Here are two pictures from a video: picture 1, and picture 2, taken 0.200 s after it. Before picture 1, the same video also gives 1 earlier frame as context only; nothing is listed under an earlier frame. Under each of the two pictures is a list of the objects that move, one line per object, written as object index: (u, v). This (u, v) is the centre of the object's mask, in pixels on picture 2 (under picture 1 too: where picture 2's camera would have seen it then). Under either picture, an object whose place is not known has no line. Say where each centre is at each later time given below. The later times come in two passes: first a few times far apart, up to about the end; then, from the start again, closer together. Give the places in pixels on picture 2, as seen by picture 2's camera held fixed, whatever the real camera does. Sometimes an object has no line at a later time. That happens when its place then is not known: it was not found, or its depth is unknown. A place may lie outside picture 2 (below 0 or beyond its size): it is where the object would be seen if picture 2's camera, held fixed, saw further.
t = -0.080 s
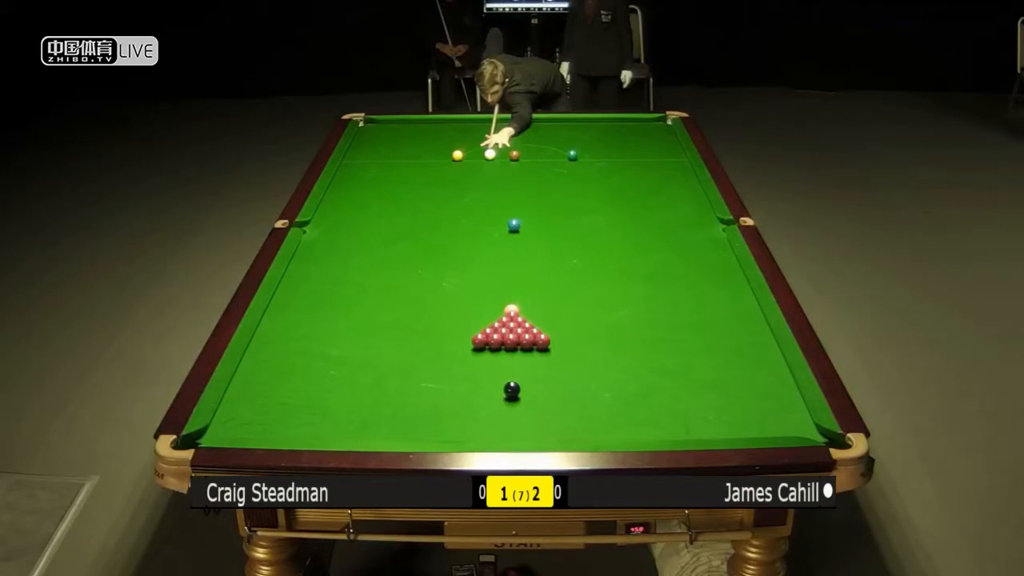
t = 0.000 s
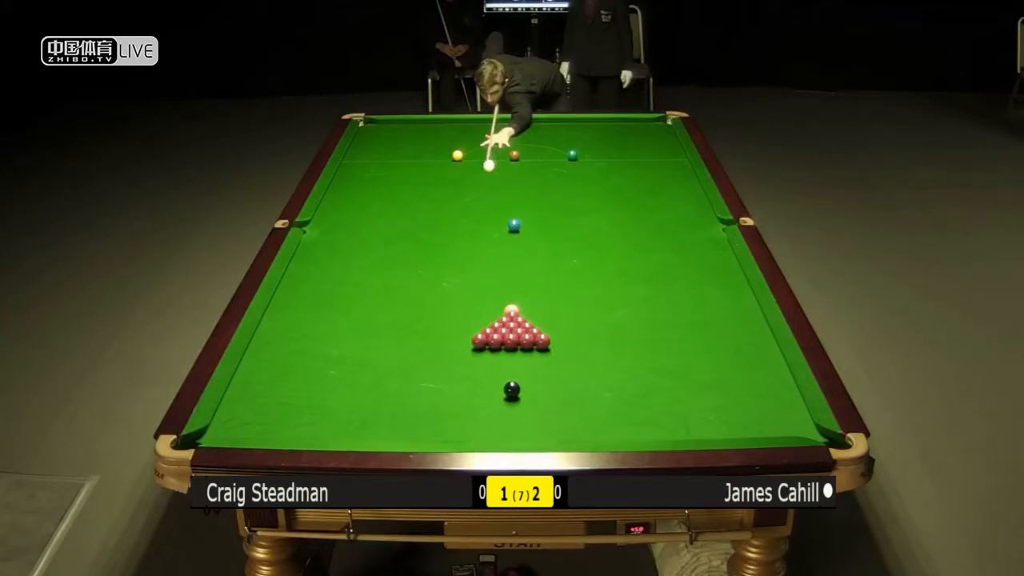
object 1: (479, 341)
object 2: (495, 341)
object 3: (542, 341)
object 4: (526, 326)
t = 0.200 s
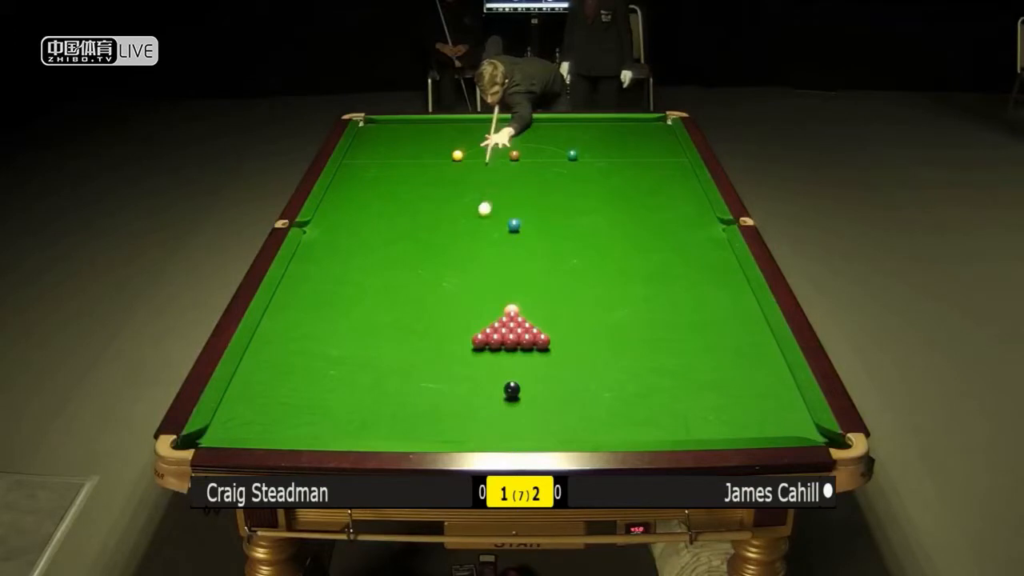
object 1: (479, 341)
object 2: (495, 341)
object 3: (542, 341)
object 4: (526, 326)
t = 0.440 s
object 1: (479, 341)
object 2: (495, 341)
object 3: (542, 341)
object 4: (526, 325)
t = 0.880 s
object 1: (473, 364)
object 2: (492, 346)
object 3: (575, 341)
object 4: (533, 323)
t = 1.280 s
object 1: (456, 409)
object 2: (485, 357)
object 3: (640, 341)
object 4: (548, 324)
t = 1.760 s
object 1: (440, 423)
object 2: (477, 368)
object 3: (712, 340)
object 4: (560, 322)
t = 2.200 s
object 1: (433, 393)
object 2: (472, 376)
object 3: (764, 339)
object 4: (568, 320)
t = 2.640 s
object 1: (427, 368)
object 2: (467, 382)
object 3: (727, 340)
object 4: (571, 319)
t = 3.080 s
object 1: (422, 347)
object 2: (464, 386)
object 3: (695, 340)
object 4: (572, 318)
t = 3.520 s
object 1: (418, 329)
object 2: (464, 387)
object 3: (666, 341)
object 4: (572, 318)
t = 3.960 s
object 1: (415, 315)
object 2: (464, 387)
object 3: (642, 341)
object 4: (572, 318)
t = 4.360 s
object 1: (412, 303)
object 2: (464, 387)
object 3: (624, 341)
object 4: (572, 318)
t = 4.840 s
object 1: (410, 292)
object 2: (464, 387)
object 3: (607, 342)
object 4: (572, 318)
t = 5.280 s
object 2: (464, 387)
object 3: (596, 342)
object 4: (572, 318)
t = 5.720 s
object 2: (464, 387)
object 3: (590, 342)
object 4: (572, 318)
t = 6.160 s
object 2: (464, 387)
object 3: (588, 342)
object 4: (572, 318)
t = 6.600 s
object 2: (464, 387)
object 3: (588, 343)
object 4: (572, 318)
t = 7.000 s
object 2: (464, 387)
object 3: (588, 343)
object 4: (572, 318)
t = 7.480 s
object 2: (464, 387)
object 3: (588, 343)
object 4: (572, 318)
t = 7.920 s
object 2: (464, 387)
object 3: (588, 343)
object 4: (572, 318)
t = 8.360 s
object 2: (464, 387)
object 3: (588, 343)
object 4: (572, 318)
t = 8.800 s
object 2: (464, 387)
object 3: (588, 343)
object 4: (572, 318)
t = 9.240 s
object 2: (464, 387)
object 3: (588, 342)
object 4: (572, 318)
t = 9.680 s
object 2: (464, 387)
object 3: (588, 342)
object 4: (572, 318)
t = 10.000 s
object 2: (464, 387)
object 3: (588, 342)
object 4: (572, 318)
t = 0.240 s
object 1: (479, 341)
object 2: (495, 341)
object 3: (542, 341)
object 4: (526, 326)
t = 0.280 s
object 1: (479, 341)
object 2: (495, 341)
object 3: (542, 341)
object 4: (526, 326)
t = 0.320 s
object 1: (479, 341)
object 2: (495, 341)
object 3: (542, 341)
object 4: (526, 326)
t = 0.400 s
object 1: (479, 341)
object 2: (495, 341)
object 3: (542, 341)
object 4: (526, 325)
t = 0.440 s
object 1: (479, 341)
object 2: (495, 341)
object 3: (542, 341)
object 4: (526, 325)
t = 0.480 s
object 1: (479, 341)
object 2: (495, 341)
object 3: (542, 341)
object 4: (526, 325)
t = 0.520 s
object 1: (479, 341)
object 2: (495, 341)
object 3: (542, 341)
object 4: (526, 325)
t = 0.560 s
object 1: (479, 341)
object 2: (495, 341)
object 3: (542, 341)
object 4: (526, 325)
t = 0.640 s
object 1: (479, 341)
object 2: (495, 341)
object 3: (542, 341)
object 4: (526, 325)
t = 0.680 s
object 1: (479, 341)
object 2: (495, 341)
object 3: (542, 341)
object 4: (526, 325)
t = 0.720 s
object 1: (479, 343)
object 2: (495, 341)
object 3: (544, 341)
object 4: (527, 325)
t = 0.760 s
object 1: (477, 348)
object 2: (494, 342)
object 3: (553, 342)
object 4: (528, 325)
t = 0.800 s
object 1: (476, 354)
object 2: (493, 344)
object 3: (561, 341)
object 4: (529, 325)
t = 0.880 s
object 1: (473, 364)
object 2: (492, 346)
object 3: (575, 341)
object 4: (533, 323)
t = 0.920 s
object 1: (471, 368)
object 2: (491, 347)
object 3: (581, 341)
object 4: (534, 324)
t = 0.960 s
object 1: (469, 373)
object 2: (490, 348)
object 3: (588, 341)
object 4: (536, 324)
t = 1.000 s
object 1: (468, 377)
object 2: (490, 349)
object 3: (595, 341)
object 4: (538, 324)
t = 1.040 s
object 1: (466, 381)
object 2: (489, 351)
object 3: (601, 341)
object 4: (539, 324)
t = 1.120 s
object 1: (463, 390)
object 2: (488, 353)
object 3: (614, 341)
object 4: (543, 323)
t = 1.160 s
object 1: (461, 395)
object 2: (487, 354)
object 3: (621, 341)
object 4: (544, 323)
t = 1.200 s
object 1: (459, 400)
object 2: (486, 355)
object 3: (627, 341)
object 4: (546, 324)
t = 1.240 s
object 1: (458, 404)
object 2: (485, 356)
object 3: (634, 341)
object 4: (547, 324)
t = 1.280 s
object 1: (456, 409)
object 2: (485, 357)
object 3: (640, 341)
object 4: (548, 324)
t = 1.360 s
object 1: (452, 417)
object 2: (484, 359)
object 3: (653, 341)
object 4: (550, 324)
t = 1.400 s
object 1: (451, 423)
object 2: (483, 360)
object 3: (659, 340)
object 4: (551, 324)
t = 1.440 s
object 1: (449, 428)
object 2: (482, 361)
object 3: (665, 340)
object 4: (552, 323)
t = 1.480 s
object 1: (447, 432)
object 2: (482, 362)
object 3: (671, 340)
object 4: (554, 323)
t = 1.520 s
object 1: (445, 434)
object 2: (481, 363)
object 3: (677, 340)
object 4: (555, 323)
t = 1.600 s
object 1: (443, 433)
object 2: (480, 365)
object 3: (689, 340)
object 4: (557, 322)
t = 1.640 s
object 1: (442, 431)
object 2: (479, 365)
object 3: (695, 340)
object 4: (557, 322)
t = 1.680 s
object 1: (441, 430)
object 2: (479, 366)
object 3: (701, 340)
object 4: (558, 322)
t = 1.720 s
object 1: (440, 426)
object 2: (478, 367)
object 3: (707, 340)
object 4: (559, 322)
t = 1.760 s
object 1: (440, 423)
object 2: (477, 368)
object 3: (712, 340)
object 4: (560, 322)
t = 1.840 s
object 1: (438, 417)
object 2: (476, 369)
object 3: (724, 340)
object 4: (562, 321)
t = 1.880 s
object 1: (438, 414)
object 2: (476, 370)
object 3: (729, 340)
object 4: (563, 321)
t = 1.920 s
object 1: (437, 412)
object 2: (475, 371)
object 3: (735, 340)
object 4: (563, 321)
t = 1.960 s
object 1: (436, 409)
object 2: (475, 372)
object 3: (740, 340)
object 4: (564, 321)
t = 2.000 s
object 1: (436, 406)
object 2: (474, 372)
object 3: (746, 339)
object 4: (565, 321)
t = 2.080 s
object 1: (434, 401)
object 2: (473, 375)
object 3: (757, 339)
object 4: (566, 320)
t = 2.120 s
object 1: (434, 398)
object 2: (473, 375)
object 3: (762, 339)
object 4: (567, 320)
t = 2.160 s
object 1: (433, 396)
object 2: (473, 376)
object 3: (767, 339)
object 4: (567, 320)
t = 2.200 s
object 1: (433, 393)
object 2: (472, 376)
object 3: (764, 339)
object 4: (568, 320)
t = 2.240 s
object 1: (432, 390)
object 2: (472, 377)
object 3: (761, 339)
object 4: (568, 319)
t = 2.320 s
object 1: (431, 386)
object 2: (471, 378)
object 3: (754, 339)
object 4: (569, 319)
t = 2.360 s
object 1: (430, 383)
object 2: (470, 379)
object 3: (751, 339)
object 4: (570, 319)
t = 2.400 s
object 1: (430, 381)
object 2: (470, 379)
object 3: (747, 339)
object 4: (570, 319)
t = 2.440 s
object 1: (429, 378)
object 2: (470, 380)
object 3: (744, 339)
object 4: (570, 319)
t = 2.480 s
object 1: (429, 377)
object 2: (469, 380)
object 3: (740, 339)
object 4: (570, 319)
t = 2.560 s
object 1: (428, 372)
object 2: (468, 381)
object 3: (734, 339)
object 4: (571, 319)
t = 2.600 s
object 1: (427, 370)
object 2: (468, 382)
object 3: (731, 339)
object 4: (571, 319)
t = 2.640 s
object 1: (427, 368)
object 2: (467, 382)
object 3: (727, 340)
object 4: (571, 319)
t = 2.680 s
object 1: (426, 366)
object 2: (467, 383)
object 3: (724, 339)
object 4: (572, 319)
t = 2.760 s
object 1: (425, 362)
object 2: (466, 384)
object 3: (719, 340)
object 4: (572, 318)
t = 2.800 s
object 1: (425, 360)
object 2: (466, 384)
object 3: (715, 340)
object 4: (572, 318)
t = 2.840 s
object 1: (424, 358)
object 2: (466, 384)
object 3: (712, 340)
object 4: (572, 318)
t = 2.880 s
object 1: (424, 356)
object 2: (466, 385)
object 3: (709, 340)
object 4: (572, 318)
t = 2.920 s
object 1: (424, 354)
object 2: (465, 385)
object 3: (707, 340)
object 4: (572, 318)
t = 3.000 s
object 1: (423, 350)
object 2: (465, 385)
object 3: (701, 340)
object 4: (572, 318)
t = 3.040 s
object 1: (423, 349)
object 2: (465, 386)
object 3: (698, 340)
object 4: (572, 318)
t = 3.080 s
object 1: (422, 347)
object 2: (464, 386)
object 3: (695, 340)
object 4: (572, 318)
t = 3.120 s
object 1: (422, 345)
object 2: (464, 386)
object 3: (692, 340)
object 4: (572, 318)
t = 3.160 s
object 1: (421, 343)
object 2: (464, 386)
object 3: (689, 340)
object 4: (572, 318)
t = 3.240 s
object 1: (421, 340)
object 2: (464, 387)
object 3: (684, 340)
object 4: (572, 318)
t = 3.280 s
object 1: (420, 339)
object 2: (464, 387)
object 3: (682, 340)
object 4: (572, 318)
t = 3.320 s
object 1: (420, 337)
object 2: (464, 387)
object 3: (679, 340)
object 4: (572, 318)
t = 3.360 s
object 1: (420, 335)
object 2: (464, 387)
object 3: (677, 340)
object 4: (572, 318)
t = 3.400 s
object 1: (419, 334)
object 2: (464, 387)
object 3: (674, 340)
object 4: (572, 318)
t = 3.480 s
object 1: (418, 331)
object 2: (464, 387)
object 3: (669, 341)
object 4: (572, 318)
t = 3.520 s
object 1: (418, 329)
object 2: (464, 387)
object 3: (666, 341)
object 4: (572, 318)
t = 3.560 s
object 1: (418, 328)
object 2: (464, 387)
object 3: (664, 341)
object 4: (572, 318)
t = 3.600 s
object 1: (417, 326)
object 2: (464, 387)
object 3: (662, 341)
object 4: (572, 318)
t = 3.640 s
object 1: (417, 325)
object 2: (464, 387)
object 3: (660, 341)
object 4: (572, 318)
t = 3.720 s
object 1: (417, 322)
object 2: (464, 387)
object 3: (655, 341)
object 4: (572, 318)
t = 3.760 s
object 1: (416, 321)
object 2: (464, 387)
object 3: (653, 341)
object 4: (572, 318)
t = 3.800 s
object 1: (416, 320)
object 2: (464, 387)
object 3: (651, 341)
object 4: (572, 318)
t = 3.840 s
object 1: (416, 318)
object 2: (464, 387)
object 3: (649, 341)
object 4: (572, 318)
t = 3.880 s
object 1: (415, 317)
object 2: (464, 387)
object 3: (647, 341)
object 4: (572, 318)
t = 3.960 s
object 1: (415, 315)
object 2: (464, 387)
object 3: (642, 341)
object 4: (572, 318)
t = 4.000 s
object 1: (414, 313)
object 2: (464, 387)
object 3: (640, 341)
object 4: (572, 318)
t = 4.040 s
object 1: (414, 312)
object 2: (464, 387)
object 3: (638, 342)
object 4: (572, 318)
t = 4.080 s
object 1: (414, 311)
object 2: (464, 387)
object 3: (637, 341)
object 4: (572, 318)
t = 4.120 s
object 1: (414, 310)
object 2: (464, 387)
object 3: (635, 341)
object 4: (572, 318)
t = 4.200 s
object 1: (413, 307)
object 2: (464, 387)
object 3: (631, 341)
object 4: (572, 318)
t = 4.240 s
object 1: (413, 306)
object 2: (464, 387)
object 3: (629, 341)
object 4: (572, 318)
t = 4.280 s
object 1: (413, 305)
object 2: (464, 387)
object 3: (627, 341)
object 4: (572, 318)
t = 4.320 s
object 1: (413, 304)
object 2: (464, 387)
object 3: (626, 342)
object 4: (572, 318)
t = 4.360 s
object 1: (412, 303)
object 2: (464, 387)
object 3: (624, 341)
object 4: (572, 318)
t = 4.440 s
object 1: (412, 301)
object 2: (464, 387)
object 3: (621, 342)
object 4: (572, 318)
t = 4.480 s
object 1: (412, 300)
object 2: (464, 387)
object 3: (619, 342)
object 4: (572, 318)
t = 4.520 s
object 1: (411, 299)
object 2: (464, 387)
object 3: (618, 342)
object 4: (572, 318)
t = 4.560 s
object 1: (411, 298)
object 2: (464, 387)
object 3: (616, 342)
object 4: (572, 318)
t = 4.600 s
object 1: (411, 297)
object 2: (464, 387)
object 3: (615, 342)
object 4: (572, 318)
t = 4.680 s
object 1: (410, 296)
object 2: (464, 387)
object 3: (612, 342)
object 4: (572, 318)
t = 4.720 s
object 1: (410, 295)
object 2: (464, 387)
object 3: (611, 342)
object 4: (572, 318)
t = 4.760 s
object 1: (410, 294)
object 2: (464, 387)
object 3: (610, 342)
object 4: (572, 318)
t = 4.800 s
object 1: (410, 293)
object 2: (464, 387)
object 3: (608, 342)
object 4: (572, 318)
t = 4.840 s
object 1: (410, 292)
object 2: (464, 387)
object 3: (607, 342)
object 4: (572, 318)
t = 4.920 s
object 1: (409, 291)
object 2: (464, 387)
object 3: (605, 342)
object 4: (572, 318)
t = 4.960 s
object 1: (409, 290)
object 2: (464, 387)
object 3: (604, 342)
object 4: (572, 318)
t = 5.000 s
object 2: (464, 387)
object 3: (603, 342)
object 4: (572, 318)
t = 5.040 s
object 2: (464, 387)
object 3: (602, 342)
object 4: (572, 318)
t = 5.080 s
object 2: (464, 387)
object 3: (601, 342)
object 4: (572, 318)
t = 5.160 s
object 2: (464, 387)
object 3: (599, 342)
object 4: (572, 318)
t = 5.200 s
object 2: (464, 387)
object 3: (598, 342)
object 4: (572, 318)
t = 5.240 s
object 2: (464, 387)
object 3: (597, 342)
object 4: (572, 318)
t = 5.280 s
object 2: (464, 387)
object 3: (596, 342)
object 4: (572, 318)
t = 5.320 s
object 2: (464, 387)
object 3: (596, 342)
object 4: (572, 318)
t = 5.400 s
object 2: (464, 387)
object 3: (594, 342)
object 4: (572, 318)
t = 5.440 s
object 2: (464, 387)
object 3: (594, 342)
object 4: (572, 318)
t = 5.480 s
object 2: (464, 387)
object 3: (593, 342)
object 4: (572, 318)
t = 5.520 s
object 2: (464, 387)
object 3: (592, 342)
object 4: (572, 318)
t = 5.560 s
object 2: (464, 387)
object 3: (592, 342)
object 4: (572, 318)
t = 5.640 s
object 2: (464, 387)
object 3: (591, 343)
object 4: (572, 318)
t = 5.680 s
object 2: (464, 387)
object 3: (590, 342)
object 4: (572, 318)
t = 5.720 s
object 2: (464, 387)
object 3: (590, 342)
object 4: (572, 318)
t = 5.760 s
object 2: (464, 387)
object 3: (589, 343)
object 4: (572, 318)
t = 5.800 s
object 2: (464, 387)
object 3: (589, 342)
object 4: (572, 318)
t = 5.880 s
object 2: (464, 387)
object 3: (589, 342)
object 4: (572, 318)
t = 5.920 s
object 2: (464, 387)
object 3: (588, 342)
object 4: (572, 318)
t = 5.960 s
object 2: (464, 387)
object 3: (588, 343)
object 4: (572, 318)
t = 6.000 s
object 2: (464, 387)
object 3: (588, 343)
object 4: (572, 318)
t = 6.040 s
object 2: (464, 387)
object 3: (588, 343)
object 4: (572, 318)
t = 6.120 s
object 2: (464, 387)
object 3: (588, 342)
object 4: (572, 318)
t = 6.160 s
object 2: (464, 387)
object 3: (588, 342)
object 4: (572, 318)
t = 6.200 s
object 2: (464, 387)
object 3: (588, 342)
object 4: (572, 318)
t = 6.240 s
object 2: (464, 387)
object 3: (588, 343)
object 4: (572, 318)
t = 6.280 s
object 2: (464, 387)
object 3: (588, 342)
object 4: (572, 318)
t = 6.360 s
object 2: (464, 387)
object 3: (588, 343)
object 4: (572, 318)
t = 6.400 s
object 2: (464, 387)
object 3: (588, 343)
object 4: (572, 318)
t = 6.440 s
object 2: (464, 387)
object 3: (588, 343)
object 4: (572, 318)
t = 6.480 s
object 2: (464, 387)
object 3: (588, 343)
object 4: (572, 318)
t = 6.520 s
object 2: (464, 387)
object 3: (588, 343)
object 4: (572, 318)
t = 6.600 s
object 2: (464, 387)
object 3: (588, 343)
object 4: (572, 318)
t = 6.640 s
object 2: (464, 387)
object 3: (588, 343)
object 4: (572, 318)
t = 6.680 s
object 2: (464, 387)
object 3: (588, 343)
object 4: (572, 318)
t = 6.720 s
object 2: (464, 387)
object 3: (588, 343)
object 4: (572, 318)
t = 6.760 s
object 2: (464, 387)
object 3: (588, 343)
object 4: (572, 318)
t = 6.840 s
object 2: (464, 387)
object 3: (588, 343)
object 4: (572, 318)
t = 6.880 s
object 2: (464, 387)
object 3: (588, 343)
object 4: (572, 318)
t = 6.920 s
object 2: (464, 387)
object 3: (588, 343)
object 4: (572, 318)
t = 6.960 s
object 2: (464, 387)
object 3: (588, 342)
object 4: (572, 318)
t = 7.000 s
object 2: (464, 387)
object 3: (588, 343)
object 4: (572, 318)
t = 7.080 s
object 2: (464, 387)
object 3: (588, 343)
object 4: (572, 318)
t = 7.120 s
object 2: (464, 387)
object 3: (588, 343)
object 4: (572, 318)
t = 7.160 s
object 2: (464, 387)
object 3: (588, 343)
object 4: (572, 318)
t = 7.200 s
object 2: (464, 387)
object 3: (588, 343)
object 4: (572, 318)
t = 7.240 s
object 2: (464, 387)
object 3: (588, 343)
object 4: (572, 318)
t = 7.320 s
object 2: (464, 387)
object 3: (588, 343)
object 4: (572, 318)
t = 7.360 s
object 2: (464, 387)
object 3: (588, 343)
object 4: (572, 318)
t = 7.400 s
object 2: (464, 387)
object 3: (588, 343)
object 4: (572, 318)
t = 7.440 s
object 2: (464, 387)
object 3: (588, 343)
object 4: (572, 318)
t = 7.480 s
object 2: (464, 387)
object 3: (588, 343)
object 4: (572, 318)
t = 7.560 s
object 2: (464, 387)
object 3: (588, 342)
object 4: (572, 318)
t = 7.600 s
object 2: (464, 387)
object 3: (588, 342)
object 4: (572, 318)
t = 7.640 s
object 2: (464, 387)
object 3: (588, 343)
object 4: (572, 318)
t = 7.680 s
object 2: (464, 387)
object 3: (588, 343)
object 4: (572, 318)
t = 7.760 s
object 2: (464, 387)
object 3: (588, 342)
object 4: (572, 318)
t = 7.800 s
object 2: (464, 387)
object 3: (588, 342)
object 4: (572, 318)
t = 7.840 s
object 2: (464, 387)
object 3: (588, 343)
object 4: (572, 318)
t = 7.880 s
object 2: (464, 387)
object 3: (588, 343)
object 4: (572, 318)
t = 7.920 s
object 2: (464, 387)
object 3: (588, 343)
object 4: (572, 318)
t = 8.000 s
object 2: (464, 387)
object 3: (588, 343)
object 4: (572, 318)
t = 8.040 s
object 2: (464, 387)
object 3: (588, 343)
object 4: (572, 318)
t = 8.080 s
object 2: (464, 387)
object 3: (588, 343)
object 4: (572, 318)
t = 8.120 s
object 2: (464, 387)
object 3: (588, 343)
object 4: (572, 318)
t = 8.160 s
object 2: (464, 387)
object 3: (588, 343)
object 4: (572, 318)
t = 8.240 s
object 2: (464, 387)
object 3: (588, 343)
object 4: (572, 318)
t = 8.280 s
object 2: (464, 387)
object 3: (588, 343)
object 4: (572, 318)
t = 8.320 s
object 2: (464, 387)
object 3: (588, 343)
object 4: (572, 318)
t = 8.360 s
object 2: (464, 387)
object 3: (588, 343)
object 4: (572, 318)
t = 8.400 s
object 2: (464, 387)
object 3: (588, 343)
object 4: (572, 318)
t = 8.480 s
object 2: (464, 387)
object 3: (588, 343)
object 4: (572, 318)
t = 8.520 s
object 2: (464, 387)
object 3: (588, 343)
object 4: (572, 318)
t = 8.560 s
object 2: (464, 387)
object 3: (588, 343)
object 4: (572, 318)
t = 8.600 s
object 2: (464, 387)
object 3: (588, 343)
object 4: (572, 318)
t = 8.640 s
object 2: (464, 387)
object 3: (588, 343)
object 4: (572, 318)
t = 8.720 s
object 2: (464, 387)
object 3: (588, 343)
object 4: (572, 318)
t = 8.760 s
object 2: (464, 387)
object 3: (588, 343)
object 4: (572, 318)
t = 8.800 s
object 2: (464, 387)
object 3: (588, 343)
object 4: (572, 318)
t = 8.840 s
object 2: (464, 387)
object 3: (588, 343)
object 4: (572, 318)
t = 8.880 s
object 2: (464, 387)
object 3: (588, 342)
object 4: (572, 318)
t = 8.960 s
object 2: (464, 387)
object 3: (588, 342)
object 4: (572, 318)
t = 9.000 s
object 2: (464, 387)
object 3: (588, 342)
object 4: (572, 318)
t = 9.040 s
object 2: (464, 387)
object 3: (588, 342)
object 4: (572, 318)
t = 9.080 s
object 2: (464, 387)
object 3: (588, 342)
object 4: (572, 318)
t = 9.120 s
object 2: (464, 387)
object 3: (588, 343)
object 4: (572, 318)
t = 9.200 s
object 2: (464, 387)
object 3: (588, 342)
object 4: (572, 318)
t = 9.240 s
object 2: (464, 387)
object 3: (588, 342)
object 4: (572, 318)
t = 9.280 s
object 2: (464, 387)
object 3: (588, 342)
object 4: (572, 318)
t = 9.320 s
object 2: (464, 387)
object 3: (588, 342)
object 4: (572, 318)
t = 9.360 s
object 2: (464, 387)
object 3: (588, 342)
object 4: (572, 318)
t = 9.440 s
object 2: (464, 387)
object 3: (588, 342)
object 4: (572, 318)
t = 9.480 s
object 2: (464, 387)
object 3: (588, 342)
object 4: (572, 318)
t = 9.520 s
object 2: (464, 387)
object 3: (588, 342)
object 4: (572, 318)
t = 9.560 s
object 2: (464, 387)
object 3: (588, 342)
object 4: (572, 318)
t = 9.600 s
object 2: (464, 387)
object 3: (588, 342)
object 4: (572, 318)
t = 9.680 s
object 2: (464, 387)
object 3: (588, 342)
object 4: (572, 318)
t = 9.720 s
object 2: (464, 387)
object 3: (588, 342)
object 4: (572, 318)
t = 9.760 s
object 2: (464, 387)
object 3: (588, 342)
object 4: (572, 318)
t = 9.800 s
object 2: (464, 387)
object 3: (588, 342)
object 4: (572, 318)
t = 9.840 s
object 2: (464, 387)
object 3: (588, 342)
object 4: (572, 318)
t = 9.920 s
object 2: (464, 387)
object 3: (588, 342)
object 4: (572, 318)
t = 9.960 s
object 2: (464, 387)
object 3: (588, 342)
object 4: (572, 318)
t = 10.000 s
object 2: (464, 387)
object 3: (588, 342)
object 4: (572, 318)
